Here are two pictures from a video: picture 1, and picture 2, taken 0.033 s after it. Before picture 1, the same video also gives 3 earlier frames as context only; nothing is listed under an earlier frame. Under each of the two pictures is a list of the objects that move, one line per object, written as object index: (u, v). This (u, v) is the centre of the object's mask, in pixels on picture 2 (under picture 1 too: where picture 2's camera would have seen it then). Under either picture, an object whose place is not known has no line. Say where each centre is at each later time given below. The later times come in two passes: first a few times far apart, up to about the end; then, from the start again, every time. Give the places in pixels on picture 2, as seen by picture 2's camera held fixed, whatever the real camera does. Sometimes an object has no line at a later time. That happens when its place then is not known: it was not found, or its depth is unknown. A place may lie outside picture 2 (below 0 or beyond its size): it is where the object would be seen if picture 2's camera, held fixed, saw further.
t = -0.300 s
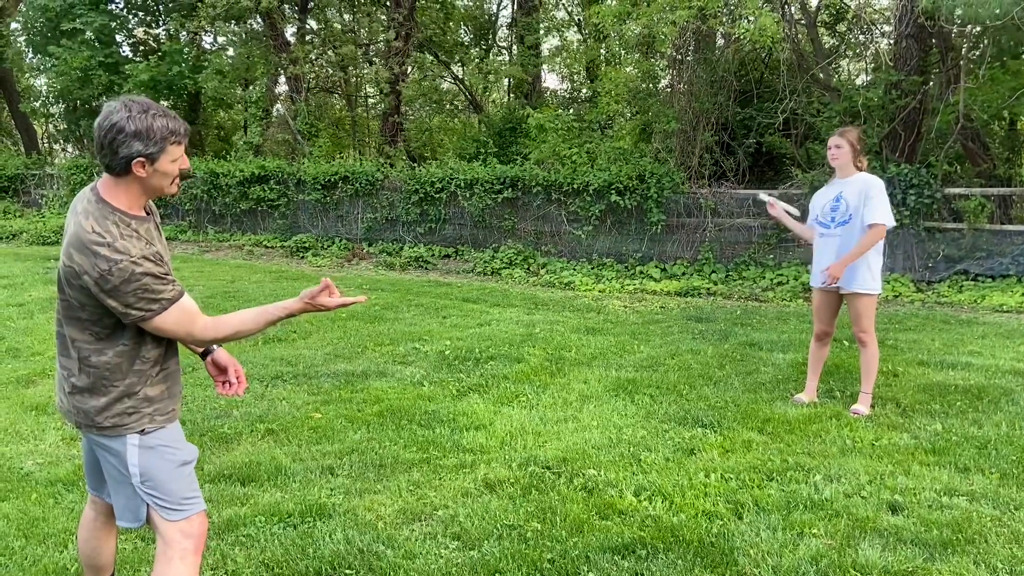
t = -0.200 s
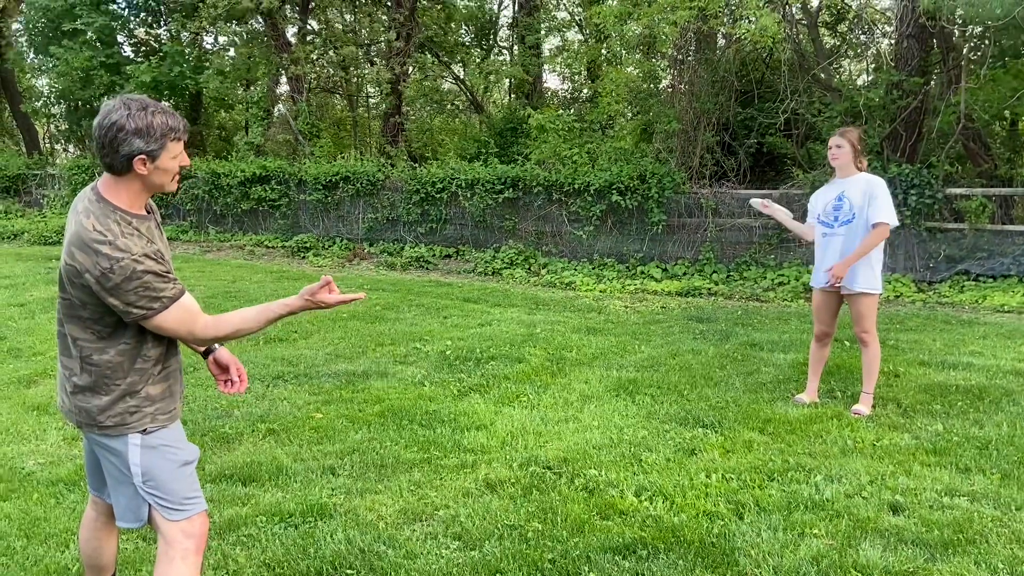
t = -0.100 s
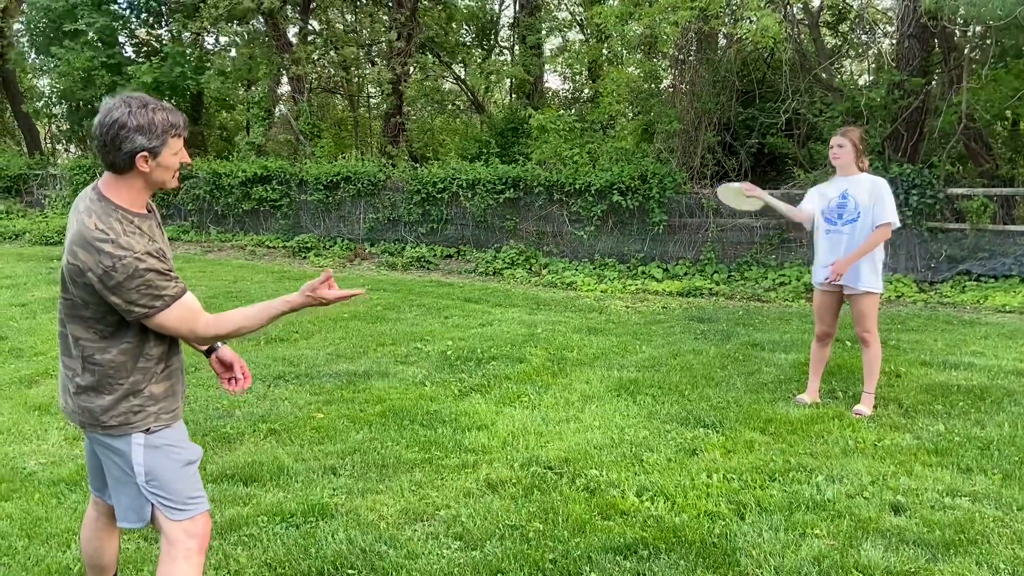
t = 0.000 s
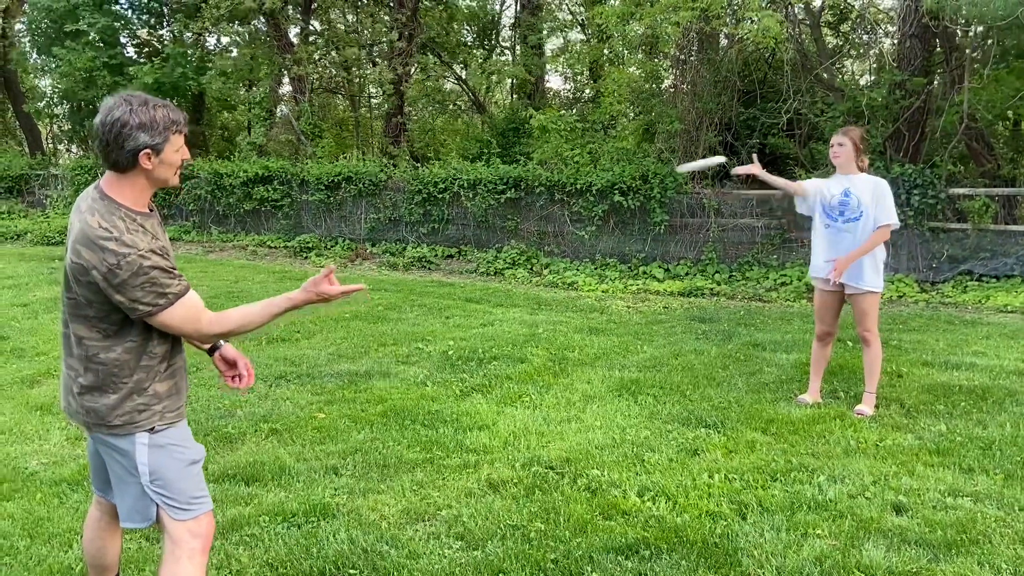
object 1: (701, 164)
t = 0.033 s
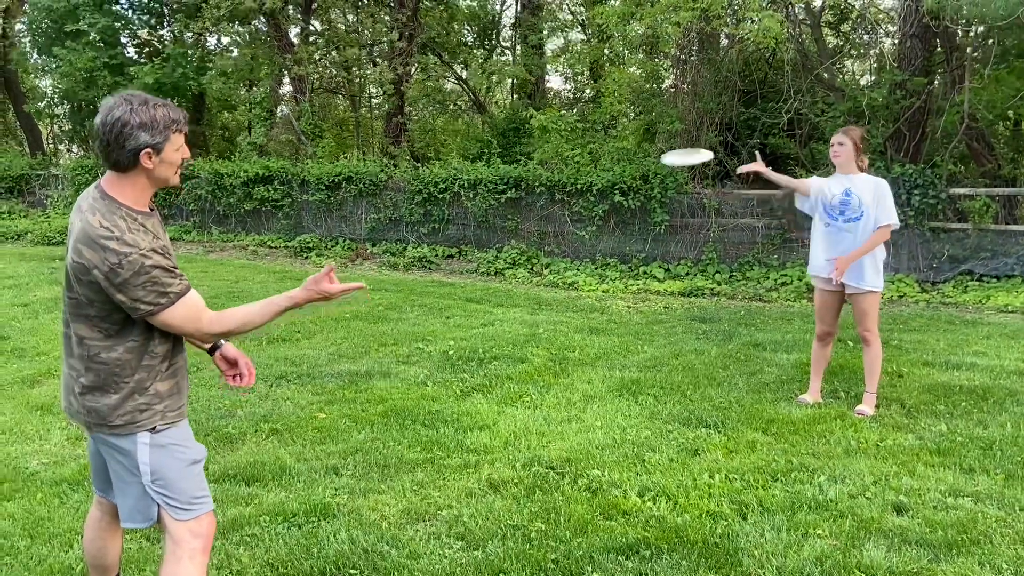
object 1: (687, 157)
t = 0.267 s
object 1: (566, 158)
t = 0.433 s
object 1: (450, 225)
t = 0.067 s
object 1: (672, 152)
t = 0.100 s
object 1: (656, 148)
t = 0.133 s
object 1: (637, 145)
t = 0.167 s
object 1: (621, 146)
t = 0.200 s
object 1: (604, 148)
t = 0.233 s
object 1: (586, 152)
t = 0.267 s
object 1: (566, 158)
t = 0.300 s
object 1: (546, 167)
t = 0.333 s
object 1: (523, 179)
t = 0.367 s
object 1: (499, 192)
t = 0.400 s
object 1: (475, 208)
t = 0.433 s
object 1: (450, 225)
